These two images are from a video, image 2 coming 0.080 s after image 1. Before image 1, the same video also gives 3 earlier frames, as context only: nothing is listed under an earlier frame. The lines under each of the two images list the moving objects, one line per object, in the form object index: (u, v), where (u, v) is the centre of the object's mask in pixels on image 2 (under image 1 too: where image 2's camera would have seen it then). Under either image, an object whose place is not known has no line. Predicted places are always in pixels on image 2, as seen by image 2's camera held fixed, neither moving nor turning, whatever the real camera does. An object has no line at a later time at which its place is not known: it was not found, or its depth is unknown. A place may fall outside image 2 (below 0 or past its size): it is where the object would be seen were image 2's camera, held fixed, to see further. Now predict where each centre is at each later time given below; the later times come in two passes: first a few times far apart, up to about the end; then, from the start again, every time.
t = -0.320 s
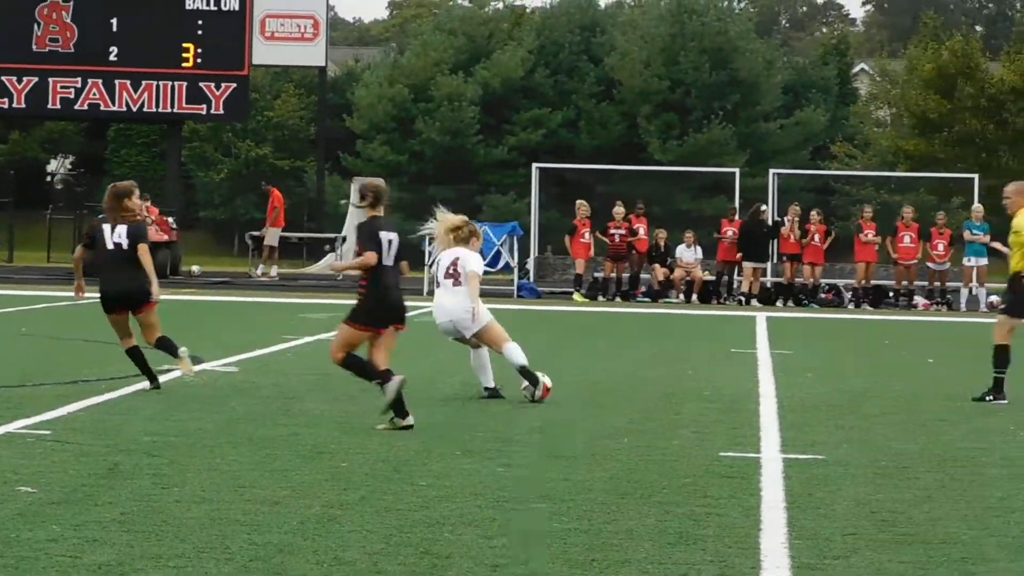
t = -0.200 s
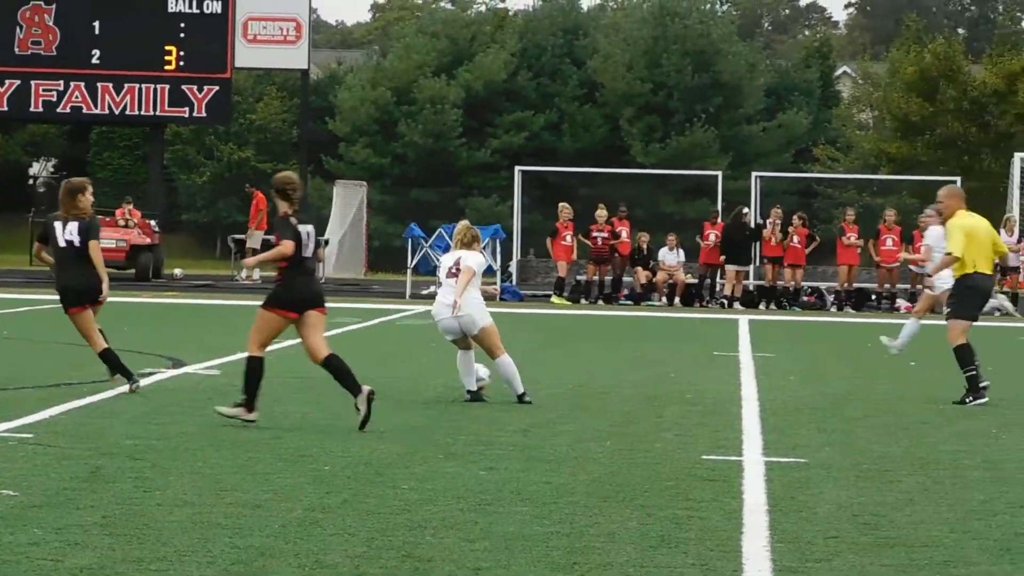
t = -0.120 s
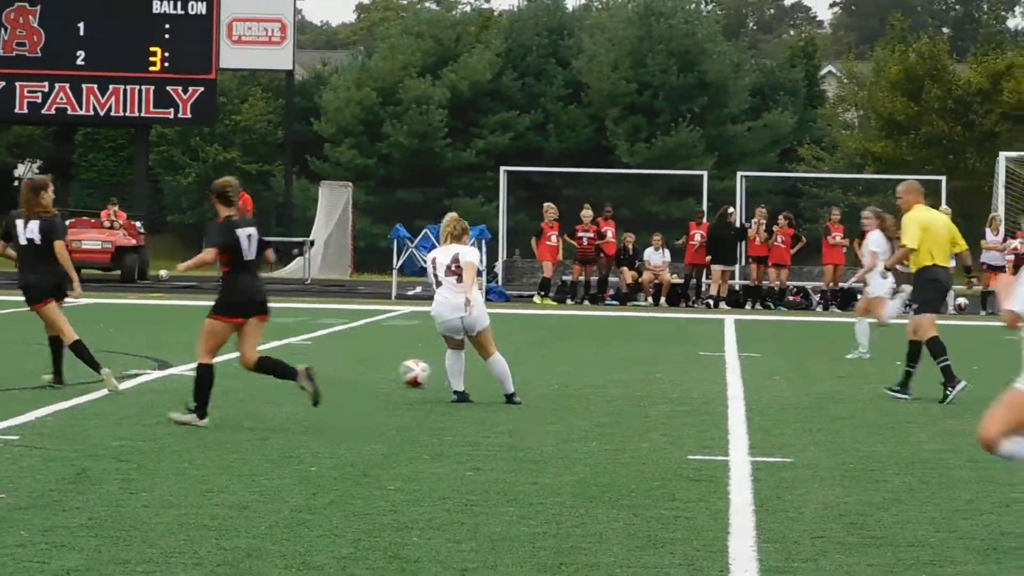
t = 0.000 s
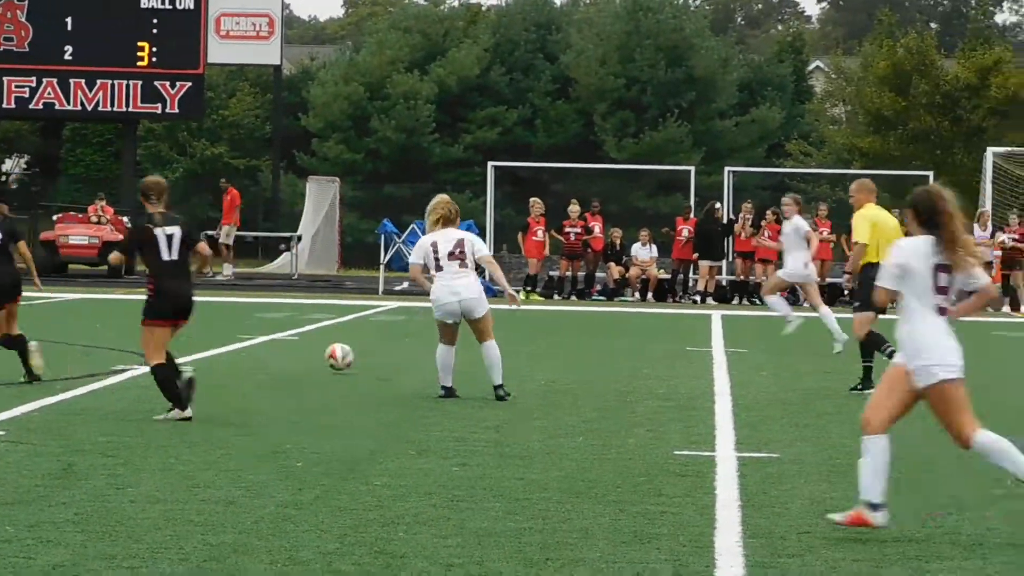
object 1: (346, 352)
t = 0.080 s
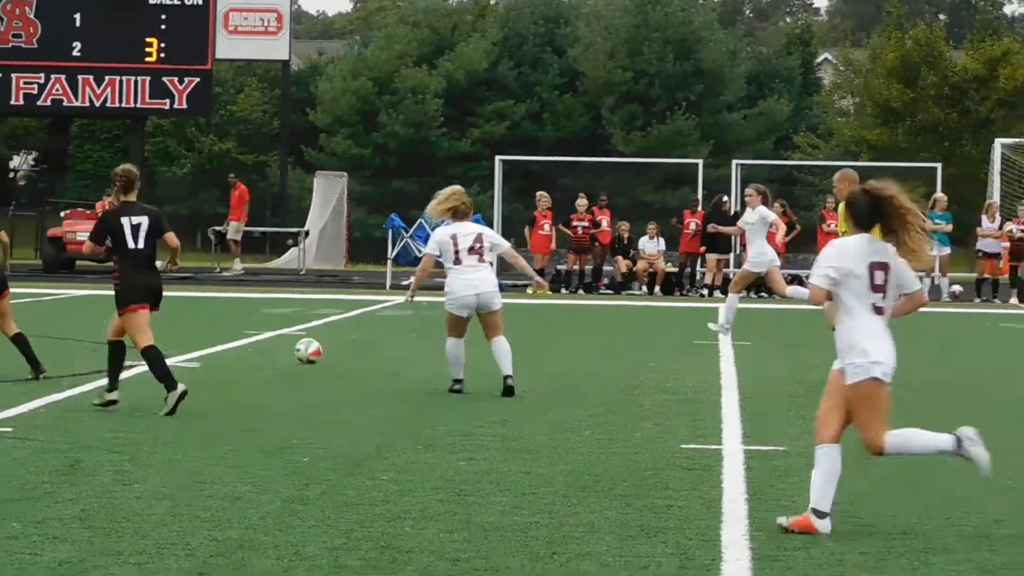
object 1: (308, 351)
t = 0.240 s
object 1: (242, 342)
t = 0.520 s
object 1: (156, 331)
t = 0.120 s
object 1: (291, 347)
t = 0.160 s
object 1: (275, 344)
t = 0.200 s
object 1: (258, 342)
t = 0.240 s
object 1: (242, 342)
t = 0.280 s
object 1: (228, 342)
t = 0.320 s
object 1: (214, 337)
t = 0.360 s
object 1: (200, 335)
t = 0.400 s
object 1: (189, 336)
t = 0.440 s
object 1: (175, 337)
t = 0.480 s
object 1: (166, 333)
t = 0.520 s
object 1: (156, 331)
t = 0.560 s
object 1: (145, 331)
